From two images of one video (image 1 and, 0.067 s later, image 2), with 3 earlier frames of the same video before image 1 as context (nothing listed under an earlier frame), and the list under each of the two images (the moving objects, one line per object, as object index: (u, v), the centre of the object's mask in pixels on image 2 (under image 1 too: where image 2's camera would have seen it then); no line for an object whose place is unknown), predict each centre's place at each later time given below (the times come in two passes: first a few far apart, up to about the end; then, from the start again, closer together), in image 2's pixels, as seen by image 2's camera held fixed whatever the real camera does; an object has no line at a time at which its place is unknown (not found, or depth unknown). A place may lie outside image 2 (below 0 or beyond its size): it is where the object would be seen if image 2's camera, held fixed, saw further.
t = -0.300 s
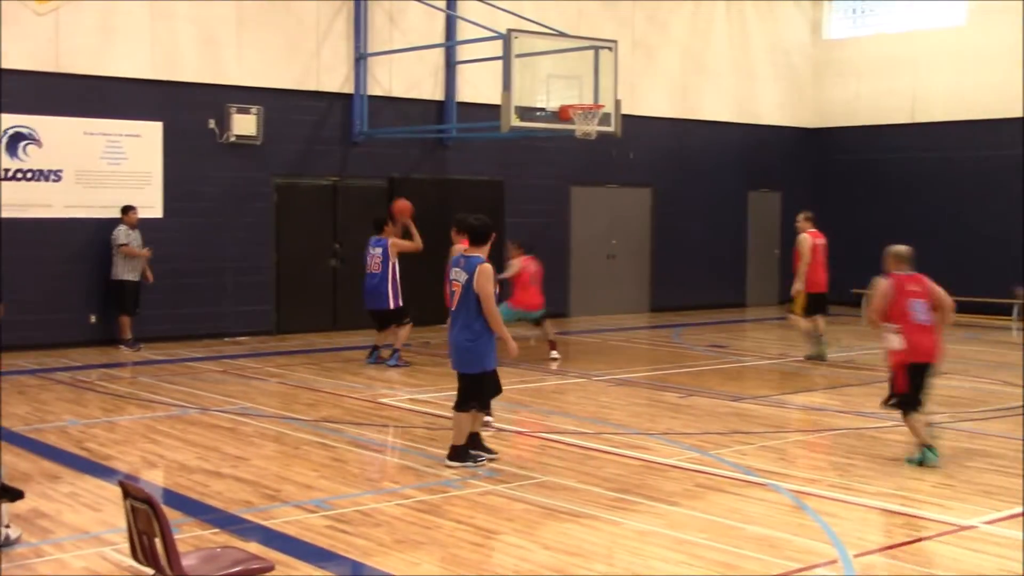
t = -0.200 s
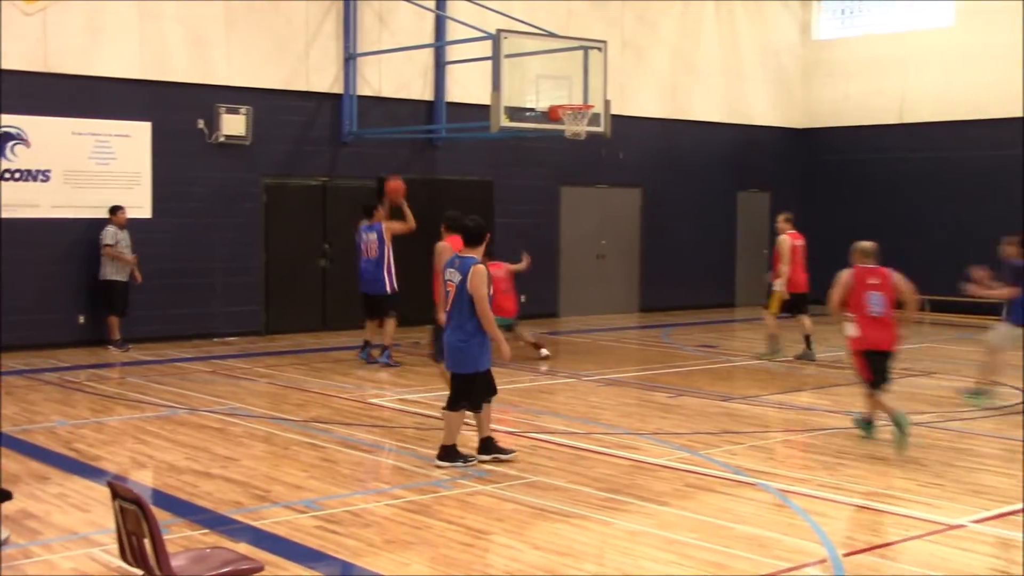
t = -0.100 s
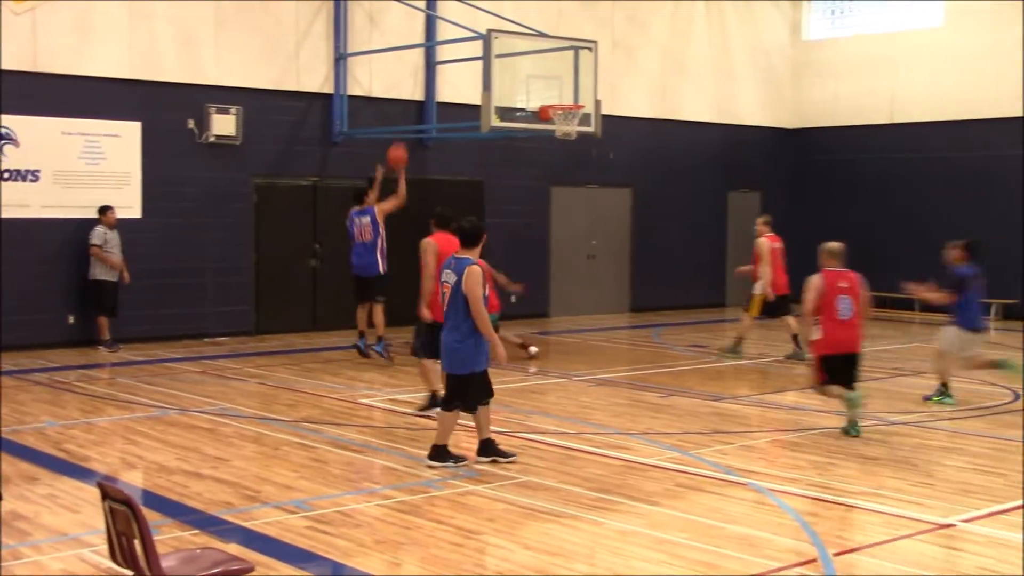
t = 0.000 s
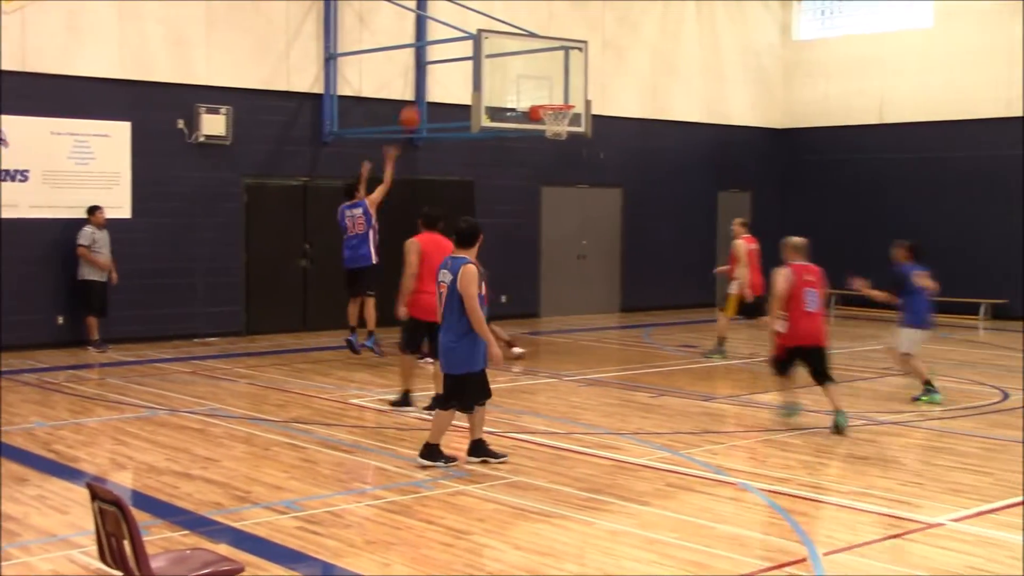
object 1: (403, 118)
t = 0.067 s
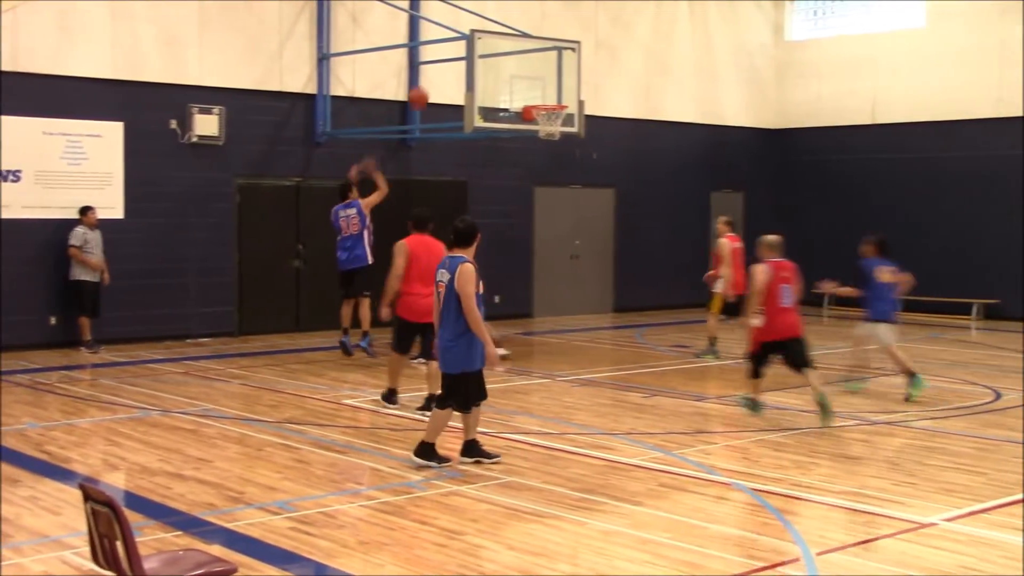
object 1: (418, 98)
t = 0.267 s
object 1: (462, 61)
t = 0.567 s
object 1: (522, 68)
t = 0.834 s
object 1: (543, 120)
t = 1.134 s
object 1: (541, 132)
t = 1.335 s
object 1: (554, 147)
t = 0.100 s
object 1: (426, 89)
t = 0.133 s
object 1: (433, 81)
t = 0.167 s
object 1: (441, 75)
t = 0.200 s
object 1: (448, 70)
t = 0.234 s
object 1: (455, 65)
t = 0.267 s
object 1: (462, 61)
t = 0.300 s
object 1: (469, 59)
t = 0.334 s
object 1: (476, 56)
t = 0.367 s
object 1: (483, 55)
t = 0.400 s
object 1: (489, 55)
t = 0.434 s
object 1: (496, 56)
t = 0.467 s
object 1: (502, 58)
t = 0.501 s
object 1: (509, 60)
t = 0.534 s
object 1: (515, 63)
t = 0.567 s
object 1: (522, 68)
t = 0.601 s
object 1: (528, 73)
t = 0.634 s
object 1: (534, 78)
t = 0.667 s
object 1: (540, 85)
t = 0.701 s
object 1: (546, 92)
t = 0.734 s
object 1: (551, 98)
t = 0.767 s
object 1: (553, 107)
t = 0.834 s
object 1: (543, 120)
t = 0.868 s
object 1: (538, 120)
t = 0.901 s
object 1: (538, 123)
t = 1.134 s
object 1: (541, 132)
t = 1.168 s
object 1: (546, 134)
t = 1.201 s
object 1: (547, 136)
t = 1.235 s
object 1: (549, 138)
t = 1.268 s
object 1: (551, 139)
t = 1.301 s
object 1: (552, 143)
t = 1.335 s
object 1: (554, 147)
